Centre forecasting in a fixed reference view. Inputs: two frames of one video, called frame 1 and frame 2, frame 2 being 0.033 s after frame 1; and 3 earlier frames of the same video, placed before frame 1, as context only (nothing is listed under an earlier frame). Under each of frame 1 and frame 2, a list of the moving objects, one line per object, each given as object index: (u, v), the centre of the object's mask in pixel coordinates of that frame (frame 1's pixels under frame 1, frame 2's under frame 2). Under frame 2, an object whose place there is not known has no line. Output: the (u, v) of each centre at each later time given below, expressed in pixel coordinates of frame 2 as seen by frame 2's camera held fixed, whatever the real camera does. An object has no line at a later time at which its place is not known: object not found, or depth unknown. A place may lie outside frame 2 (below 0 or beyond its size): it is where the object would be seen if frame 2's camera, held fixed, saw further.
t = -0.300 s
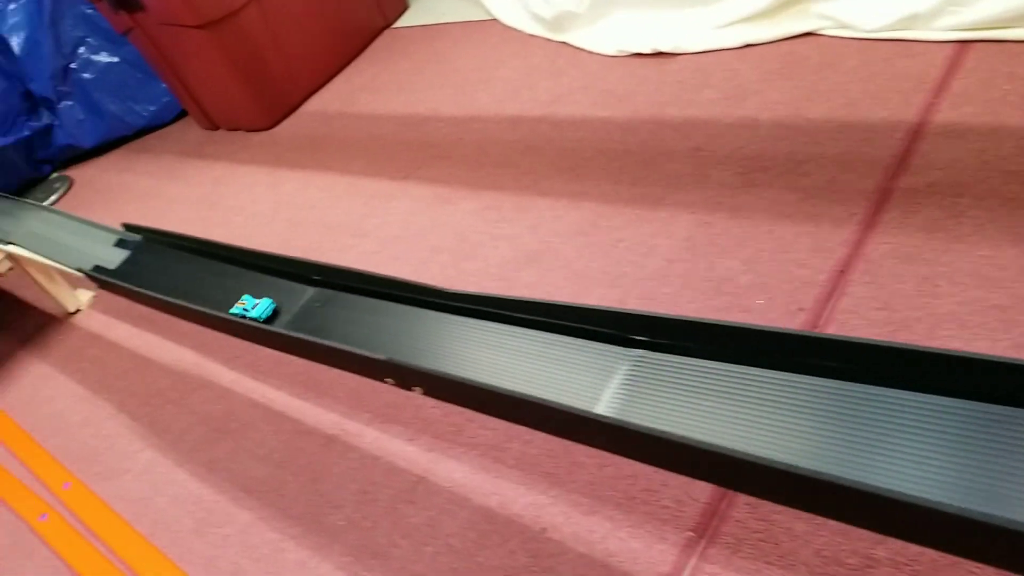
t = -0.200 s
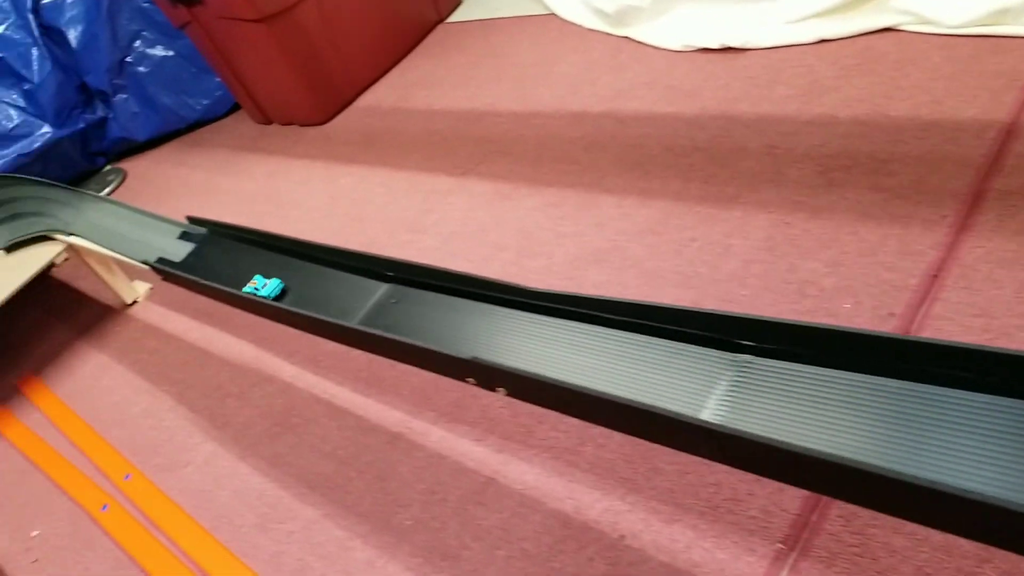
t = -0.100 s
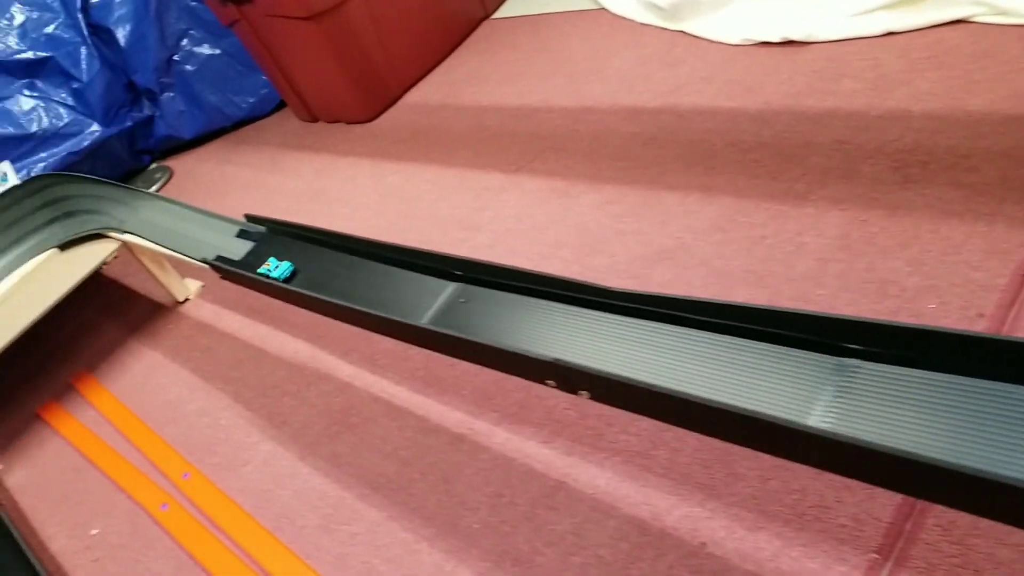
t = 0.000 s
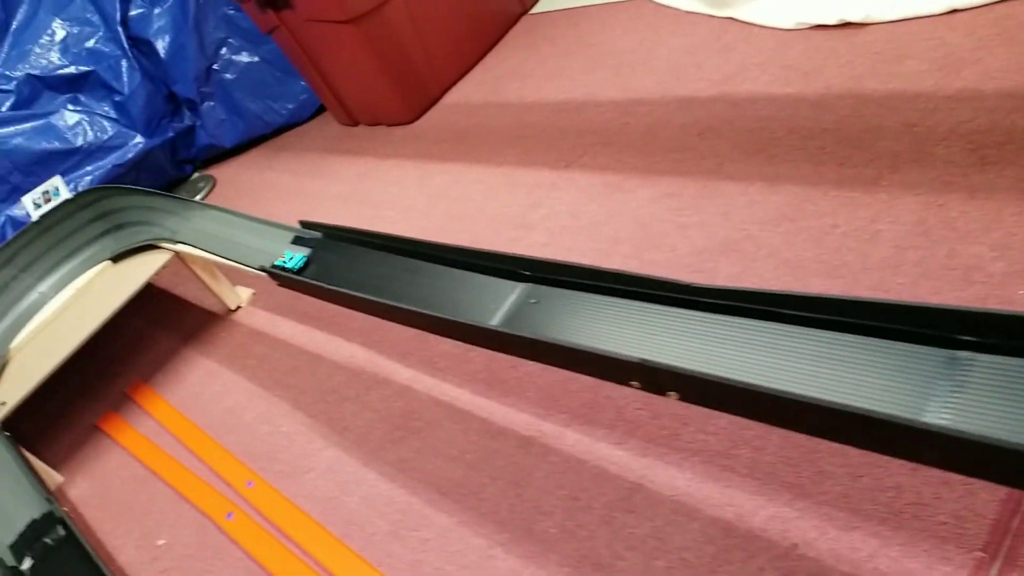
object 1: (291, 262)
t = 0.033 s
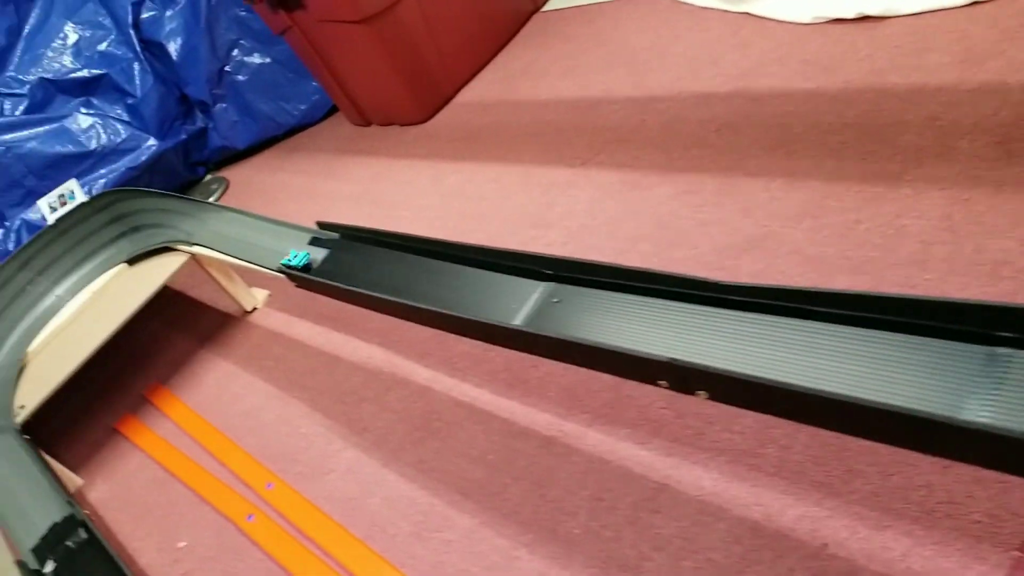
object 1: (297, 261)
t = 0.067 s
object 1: (286, 259)
